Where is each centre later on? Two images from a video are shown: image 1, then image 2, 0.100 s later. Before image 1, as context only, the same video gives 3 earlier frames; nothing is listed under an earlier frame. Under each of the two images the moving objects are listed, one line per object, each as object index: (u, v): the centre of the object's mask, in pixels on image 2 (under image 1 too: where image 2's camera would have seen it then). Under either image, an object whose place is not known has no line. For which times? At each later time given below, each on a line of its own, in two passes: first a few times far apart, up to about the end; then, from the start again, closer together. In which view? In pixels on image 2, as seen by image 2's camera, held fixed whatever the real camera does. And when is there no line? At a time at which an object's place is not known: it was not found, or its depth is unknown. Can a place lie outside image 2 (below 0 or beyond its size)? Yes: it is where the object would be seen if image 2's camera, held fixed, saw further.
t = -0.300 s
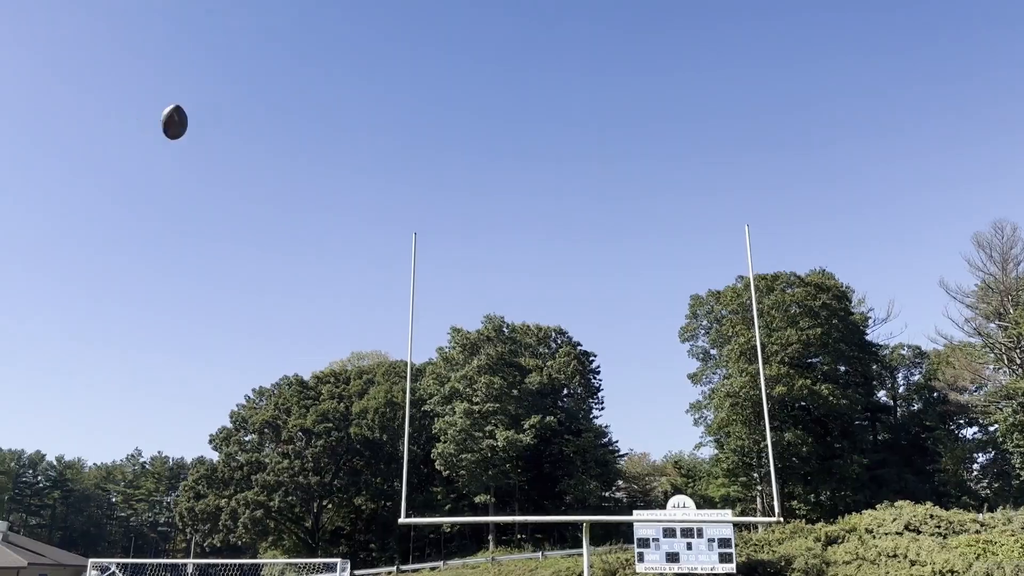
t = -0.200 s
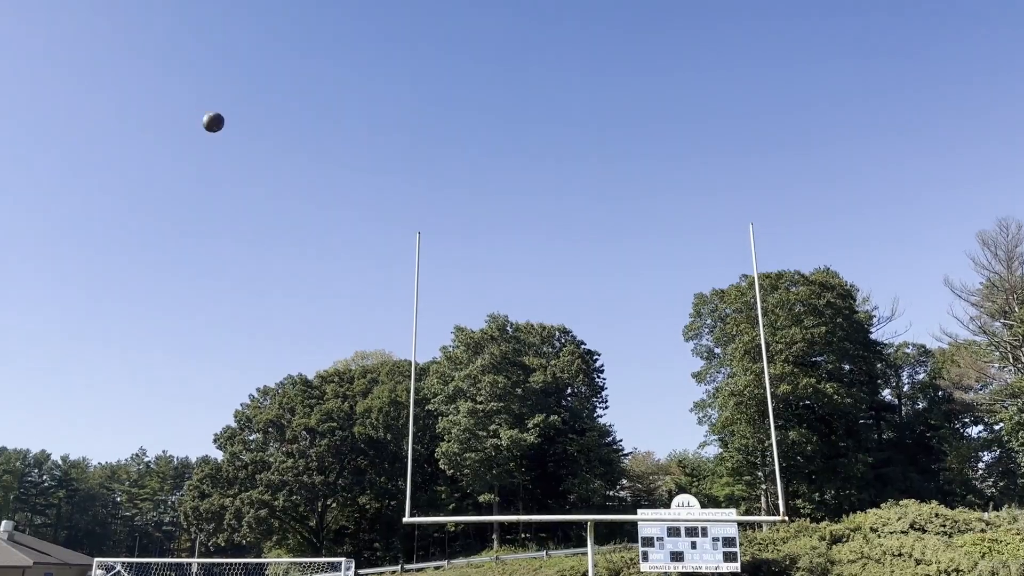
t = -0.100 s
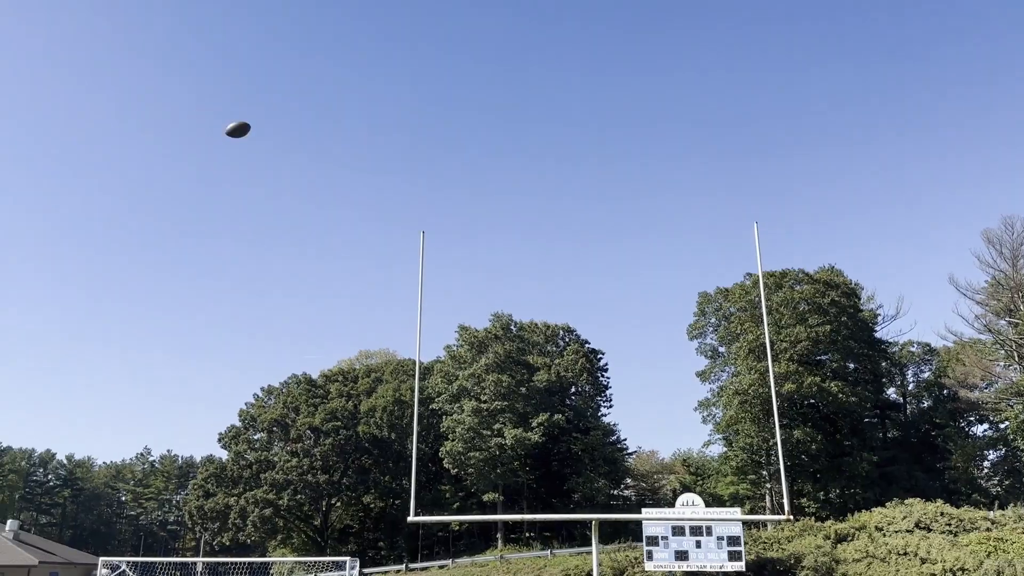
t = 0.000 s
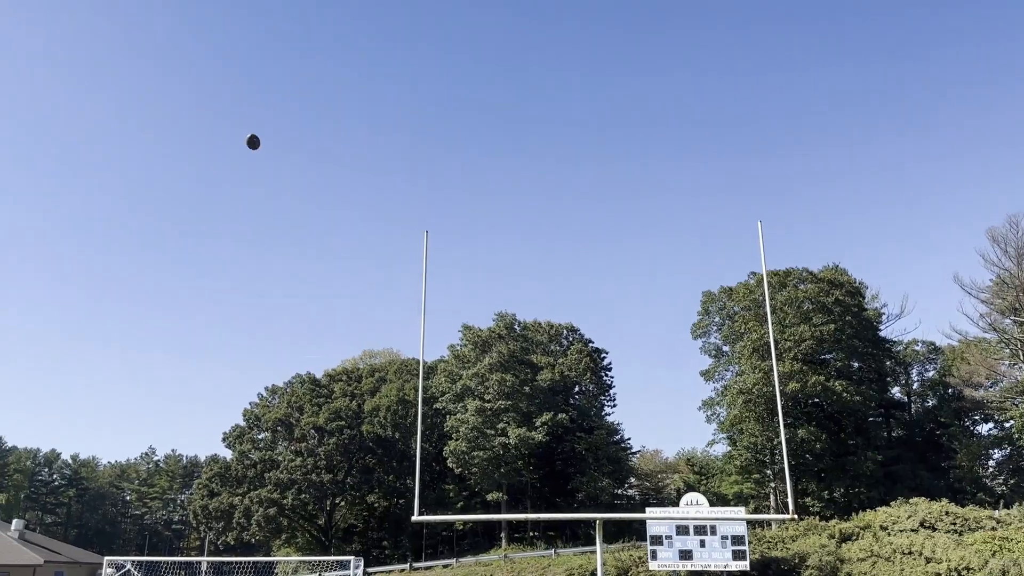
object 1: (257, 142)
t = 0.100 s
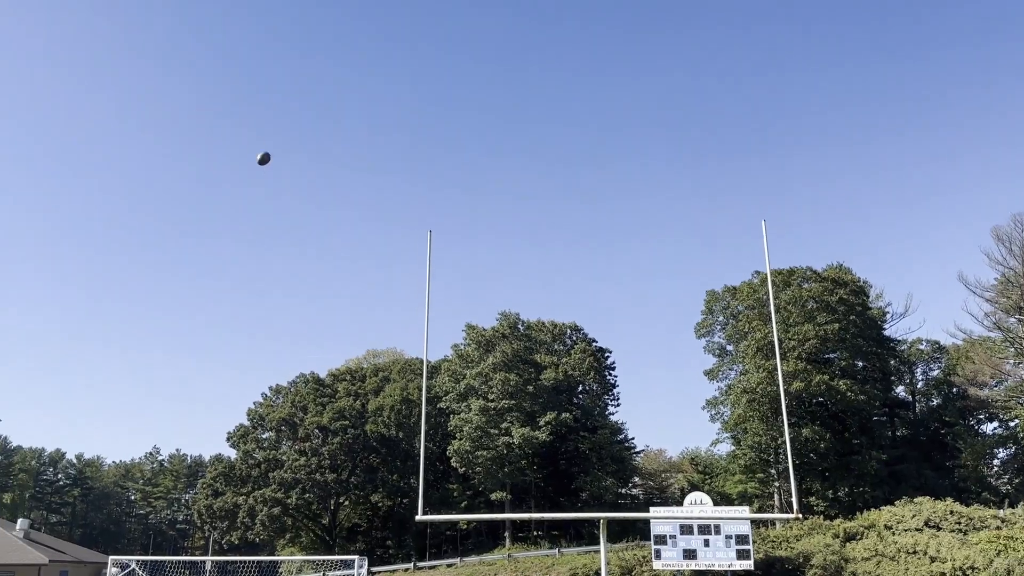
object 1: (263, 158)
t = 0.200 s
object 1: (267, 176)
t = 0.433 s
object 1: (270, 222)
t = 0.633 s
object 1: (267, 266)
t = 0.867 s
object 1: (261, 324)
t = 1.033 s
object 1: (254, 368)
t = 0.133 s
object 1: (265, 164)
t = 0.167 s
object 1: (267, 170)
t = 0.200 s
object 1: (267, 176)
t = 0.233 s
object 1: (268, 182)
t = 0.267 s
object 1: (269, 189)
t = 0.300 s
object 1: (270, 195)
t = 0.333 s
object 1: (270, 201)
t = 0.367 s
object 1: (270, 208)
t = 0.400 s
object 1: (270, 215)
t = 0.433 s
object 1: (270, 222)
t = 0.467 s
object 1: (270, 229)
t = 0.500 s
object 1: (270, 236)
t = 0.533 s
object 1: (269, 243)
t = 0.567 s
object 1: (268, 251)
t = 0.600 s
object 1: (268, 259)
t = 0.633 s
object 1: (267, 266)
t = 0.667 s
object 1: (267, 274)
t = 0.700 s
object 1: (266, 282)
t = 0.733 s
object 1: (266, 290)
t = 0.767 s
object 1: (265, 299)
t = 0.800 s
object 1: (264, 307)
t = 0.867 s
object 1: (261, 324)
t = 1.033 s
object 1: (254, 368)
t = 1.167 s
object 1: (249, 405)
